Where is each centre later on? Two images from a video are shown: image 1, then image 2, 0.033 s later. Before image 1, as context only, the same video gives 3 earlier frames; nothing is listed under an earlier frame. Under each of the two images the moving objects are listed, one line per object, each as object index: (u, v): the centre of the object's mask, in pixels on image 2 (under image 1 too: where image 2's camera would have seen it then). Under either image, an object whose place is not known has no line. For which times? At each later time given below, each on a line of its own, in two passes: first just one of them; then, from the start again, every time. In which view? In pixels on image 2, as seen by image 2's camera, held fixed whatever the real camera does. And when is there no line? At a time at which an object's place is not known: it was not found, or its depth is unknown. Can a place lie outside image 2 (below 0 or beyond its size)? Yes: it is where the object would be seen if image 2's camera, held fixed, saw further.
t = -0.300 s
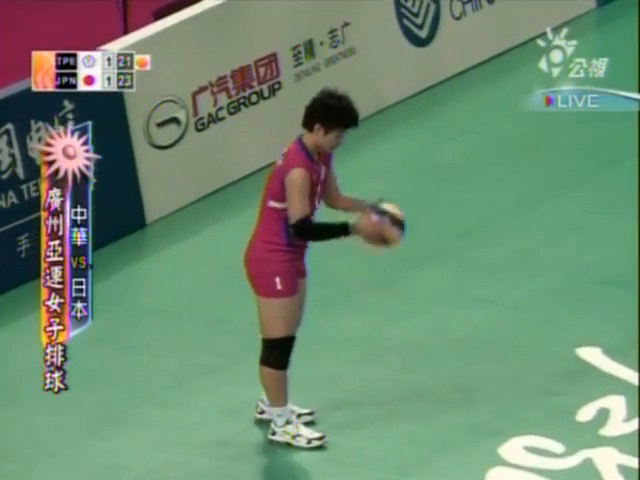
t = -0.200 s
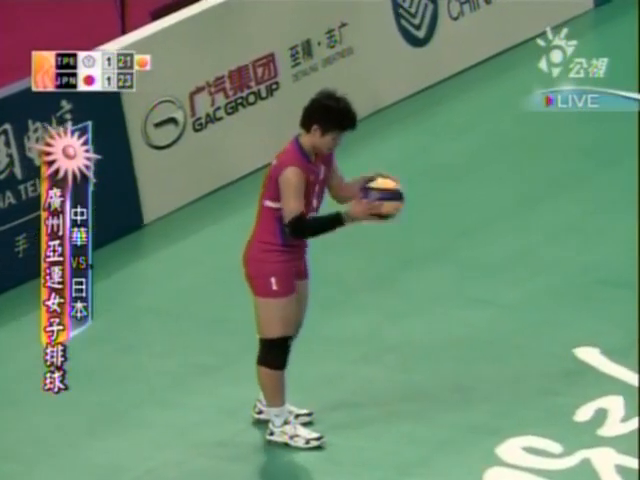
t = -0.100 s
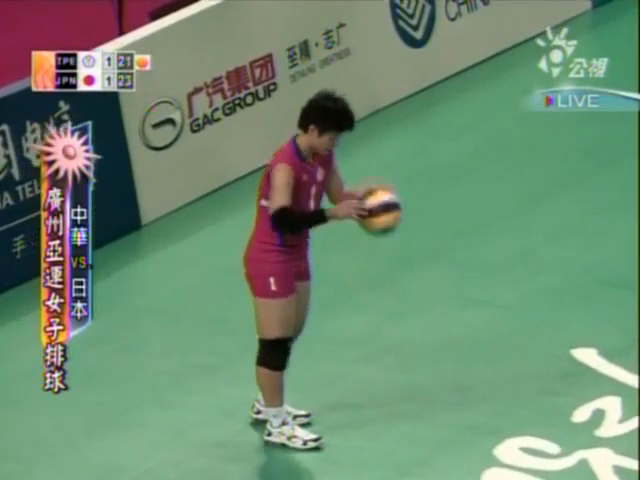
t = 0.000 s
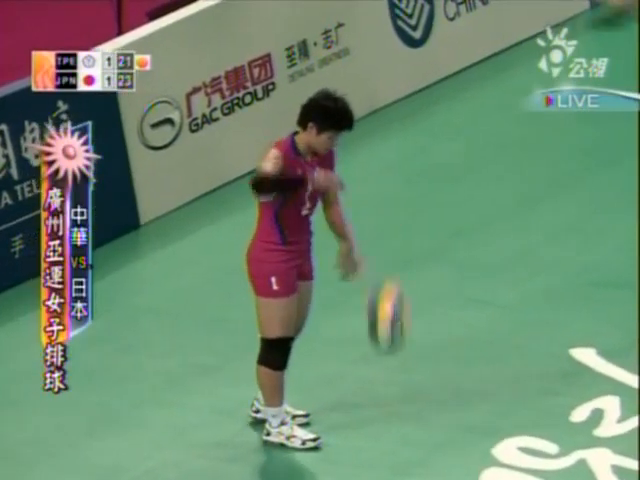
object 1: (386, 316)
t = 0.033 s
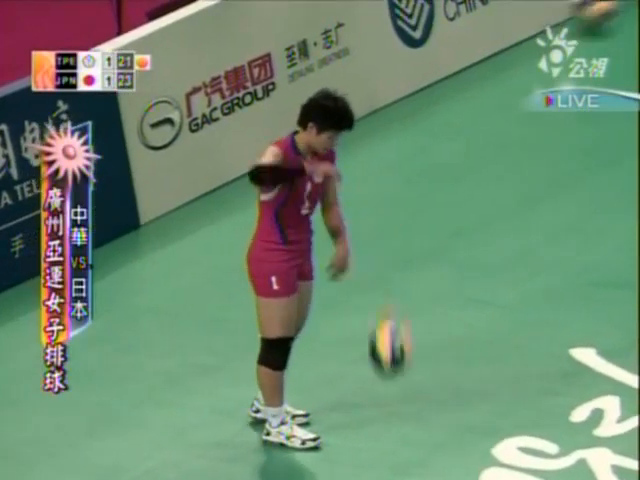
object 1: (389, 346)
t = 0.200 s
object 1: (390, 364)
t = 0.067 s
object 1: (392, 390)
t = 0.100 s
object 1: (396, 430)
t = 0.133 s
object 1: (395, 426)
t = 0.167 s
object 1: (393, 390)
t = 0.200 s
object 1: (390, 364)
